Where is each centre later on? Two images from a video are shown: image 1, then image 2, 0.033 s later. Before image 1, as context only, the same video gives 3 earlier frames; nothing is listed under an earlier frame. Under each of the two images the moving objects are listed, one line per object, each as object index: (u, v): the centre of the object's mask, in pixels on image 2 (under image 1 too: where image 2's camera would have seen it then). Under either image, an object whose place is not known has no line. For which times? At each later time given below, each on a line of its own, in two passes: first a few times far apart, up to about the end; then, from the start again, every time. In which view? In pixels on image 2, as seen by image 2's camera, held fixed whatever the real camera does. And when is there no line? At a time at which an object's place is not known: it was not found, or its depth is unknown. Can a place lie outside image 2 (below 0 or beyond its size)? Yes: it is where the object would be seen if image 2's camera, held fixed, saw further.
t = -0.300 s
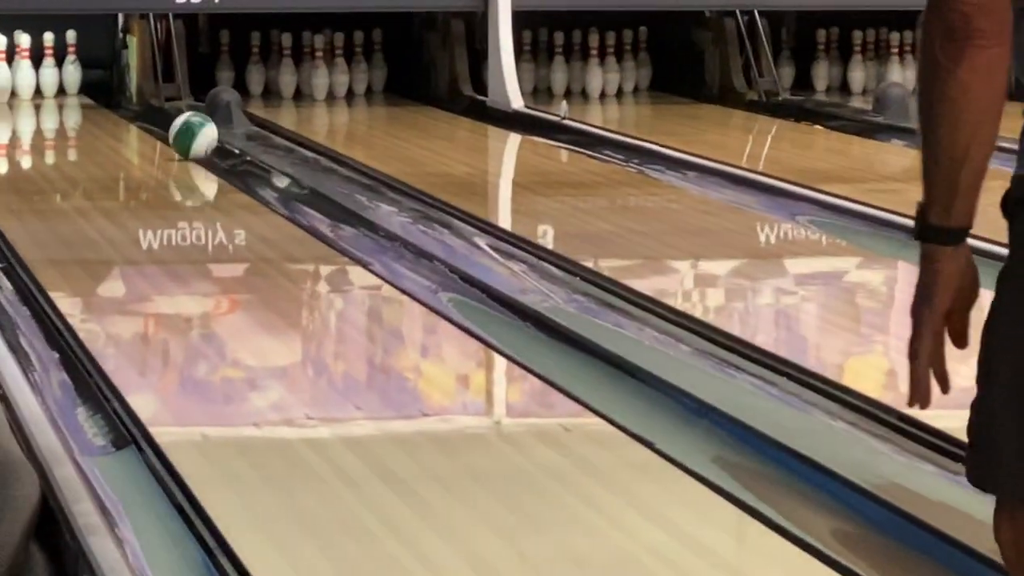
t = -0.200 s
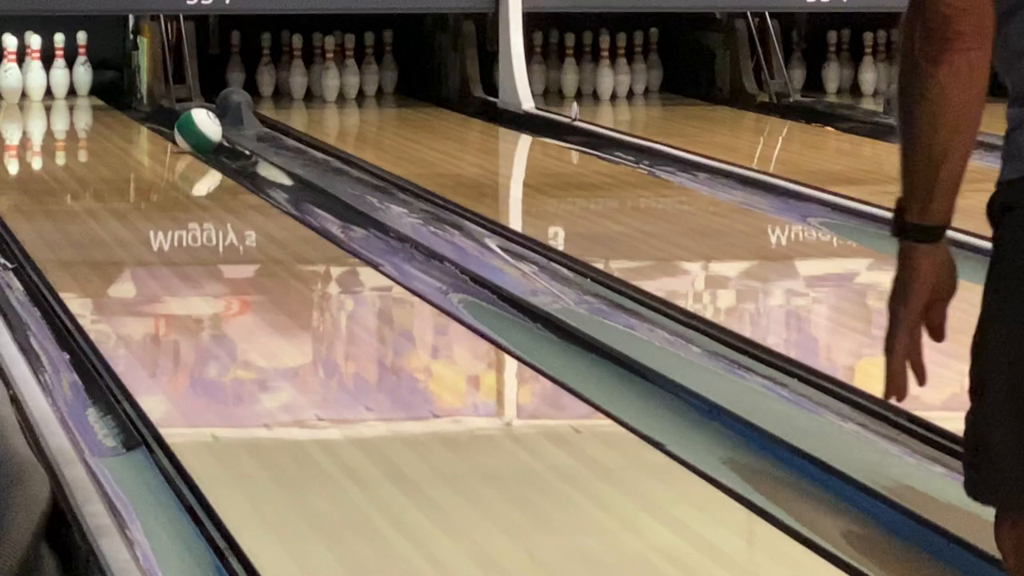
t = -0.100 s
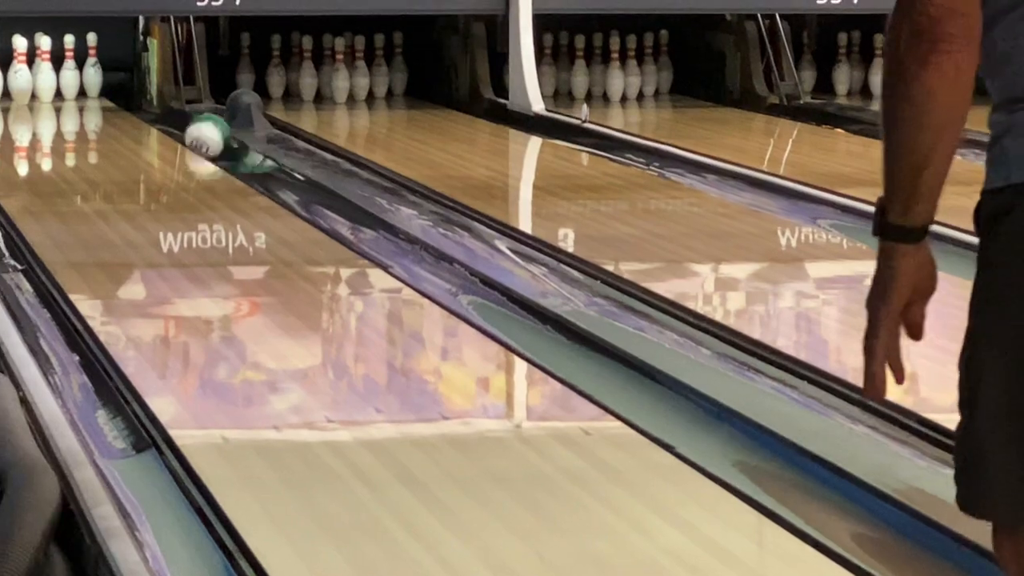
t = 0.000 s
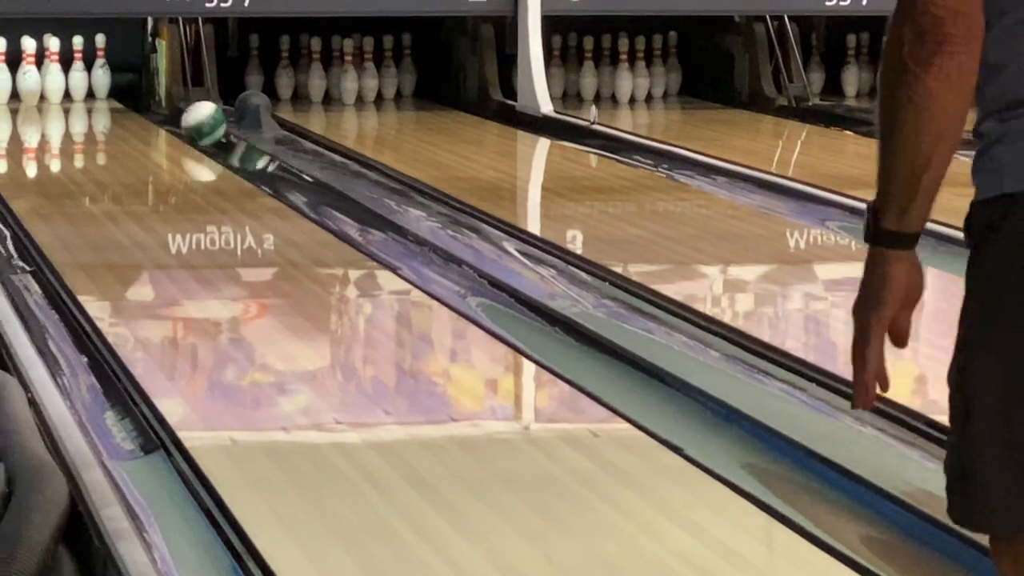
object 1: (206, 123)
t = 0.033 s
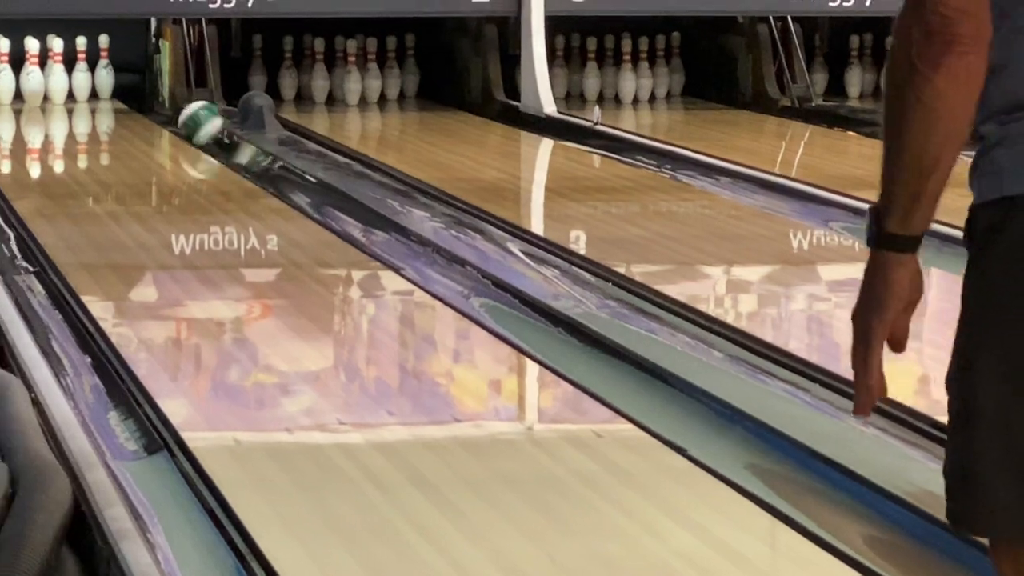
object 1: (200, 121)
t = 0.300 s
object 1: (178, 112)
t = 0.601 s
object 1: (158, 101)
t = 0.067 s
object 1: (196, 123)
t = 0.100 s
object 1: (195, 121)
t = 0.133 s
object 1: (197, 124)
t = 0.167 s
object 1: (193, 118)
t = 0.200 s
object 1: (190, 117)
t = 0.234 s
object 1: (186, 117)
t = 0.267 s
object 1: (181, 113)
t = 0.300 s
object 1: (178, 112)
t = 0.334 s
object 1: (174, 110)
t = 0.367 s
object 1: (173, 110)
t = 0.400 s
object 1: (172, 108)
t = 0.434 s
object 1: (170, 107)
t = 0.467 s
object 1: (169, 105)
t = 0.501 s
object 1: (162, 102)
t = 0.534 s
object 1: (163, 102)
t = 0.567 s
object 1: (161, 102)
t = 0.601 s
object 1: (158, 101)
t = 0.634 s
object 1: (155, 99)
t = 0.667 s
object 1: (154, 99)
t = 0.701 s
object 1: (152, 99)
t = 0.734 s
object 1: (150, 98)
